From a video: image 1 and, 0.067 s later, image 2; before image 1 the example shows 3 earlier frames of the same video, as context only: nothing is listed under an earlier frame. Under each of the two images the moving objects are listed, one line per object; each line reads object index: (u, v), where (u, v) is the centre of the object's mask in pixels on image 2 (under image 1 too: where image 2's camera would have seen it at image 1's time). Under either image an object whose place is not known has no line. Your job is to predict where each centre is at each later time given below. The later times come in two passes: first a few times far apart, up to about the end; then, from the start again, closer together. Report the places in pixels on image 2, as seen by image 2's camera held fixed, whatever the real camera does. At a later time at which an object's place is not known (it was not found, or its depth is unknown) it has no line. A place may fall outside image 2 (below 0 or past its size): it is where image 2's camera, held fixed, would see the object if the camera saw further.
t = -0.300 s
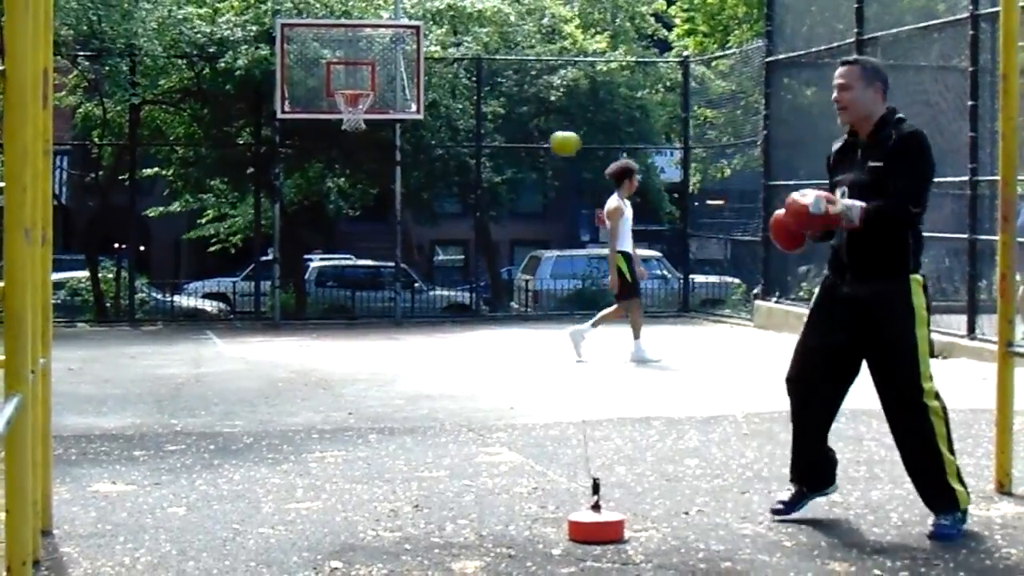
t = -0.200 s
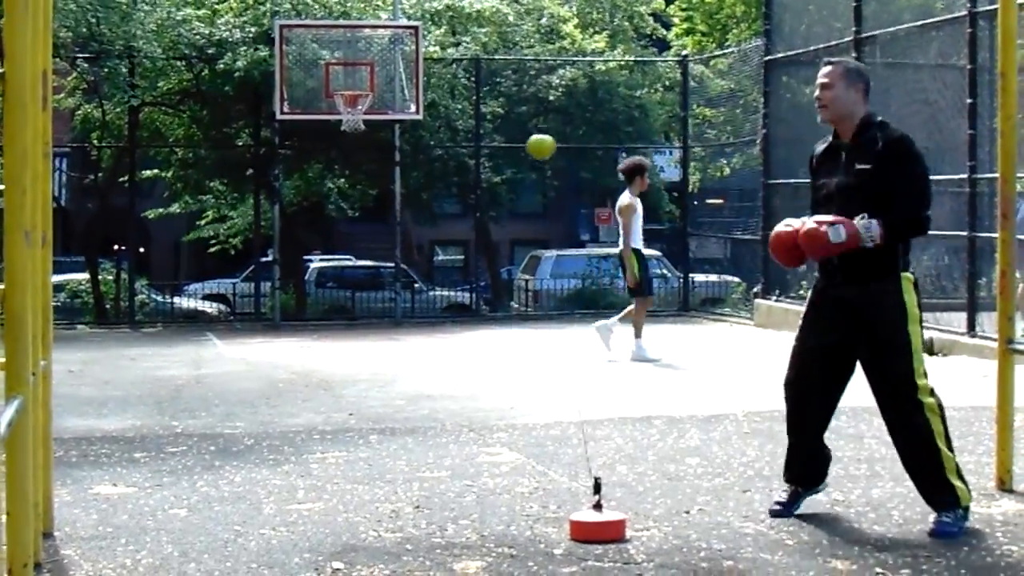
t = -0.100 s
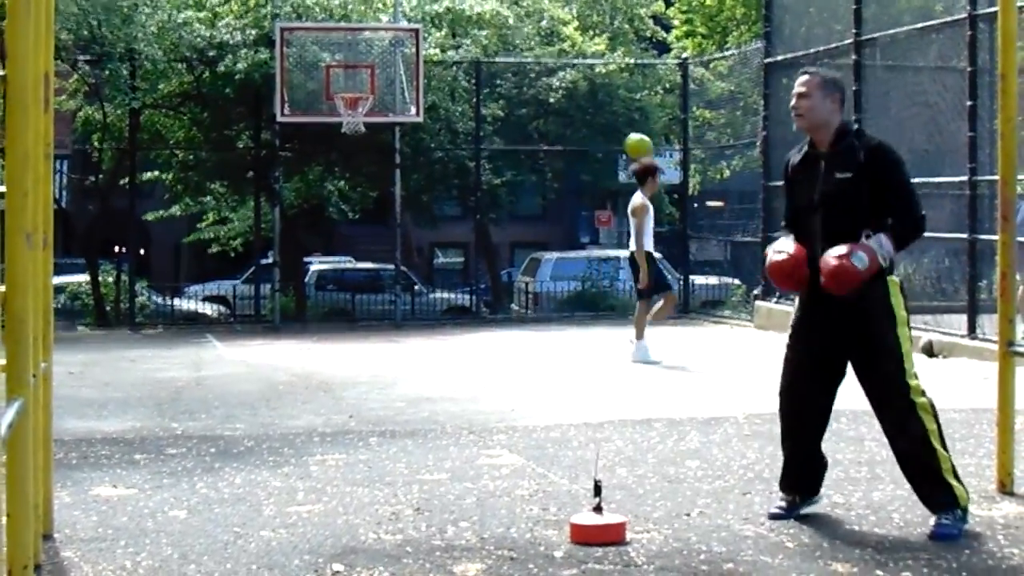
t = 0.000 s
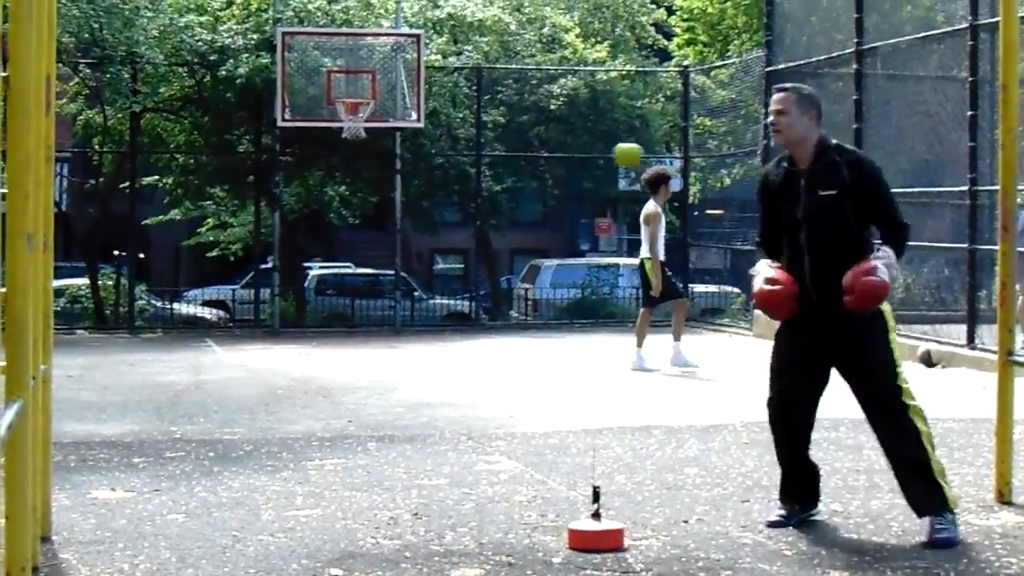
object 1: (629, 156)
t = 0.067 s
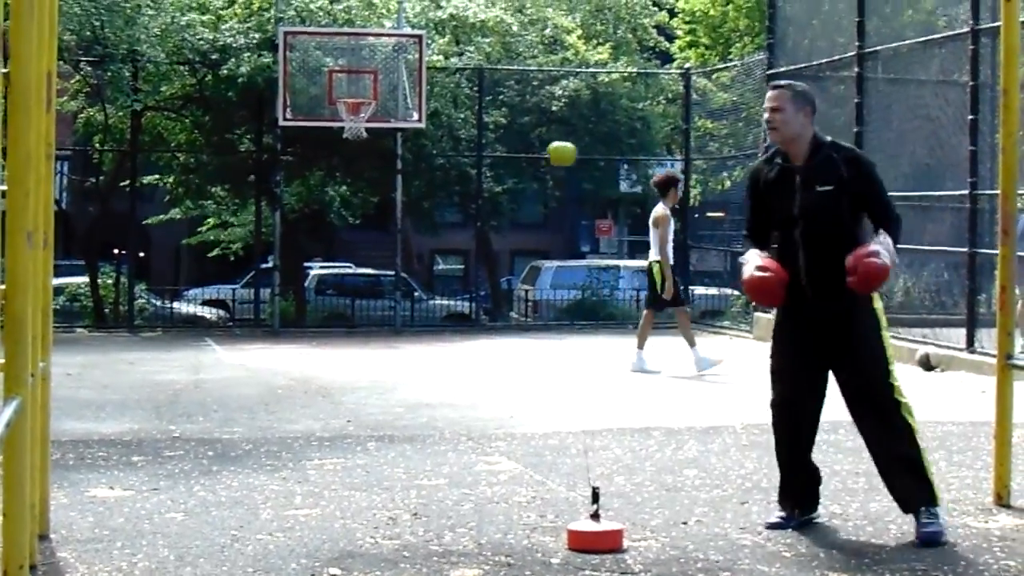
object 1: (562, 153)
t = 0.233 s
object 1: (615, 154)
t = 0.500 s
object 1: (540, 153)
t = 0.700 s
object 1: (637, 156)
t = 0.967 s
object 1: (626, 153)
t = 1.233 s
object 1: (549, 152)
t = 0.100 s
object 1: (539, 152)
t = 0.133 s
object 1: (537, 152)
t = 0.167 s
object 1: (552, 153)
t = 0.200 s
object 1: (584, 154)
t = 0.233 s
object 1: (615, 154)
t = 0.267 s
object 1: (643, 153)
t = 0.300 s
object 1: (651, 154)
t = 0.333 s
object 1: (643, 154)
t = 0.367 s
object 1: (617, 154)
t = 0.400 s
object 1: (585, 154)
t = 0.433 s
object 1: (554, 153)
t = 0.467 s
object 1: (538, 153)
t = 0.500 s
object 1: (540, 153)
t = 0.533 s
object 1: (560, 154)
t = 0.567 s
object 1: (590, 155)
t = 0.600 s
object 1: (621, 155)
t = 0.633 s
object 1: (643, 154)
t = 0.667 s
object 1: (649, 154)
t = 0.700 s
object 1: (637, 156)
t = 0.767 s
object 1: (579, 154)
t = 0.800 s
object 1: (553, 153)
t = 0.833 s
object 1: (541, 152)
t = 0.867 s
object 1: (547, 152)
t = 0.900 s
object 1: (568, 153)
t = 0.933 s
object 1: (597, 153)
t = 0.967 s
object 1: (626, 153)
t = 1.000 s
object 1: (643, 153)
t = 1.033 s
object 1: (644, 153)
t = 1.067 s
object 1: (627, 153)
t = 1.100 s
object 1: (601, 152)
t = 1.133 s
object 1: (570, 151)
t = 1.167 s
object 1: (548, 151)
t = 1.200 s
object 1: (540, 152)
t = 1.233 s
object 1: (549, 152)
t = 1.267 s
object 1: (572, 153)
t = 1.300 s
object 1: (601, 153)
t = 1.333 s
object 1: (627, 152)
